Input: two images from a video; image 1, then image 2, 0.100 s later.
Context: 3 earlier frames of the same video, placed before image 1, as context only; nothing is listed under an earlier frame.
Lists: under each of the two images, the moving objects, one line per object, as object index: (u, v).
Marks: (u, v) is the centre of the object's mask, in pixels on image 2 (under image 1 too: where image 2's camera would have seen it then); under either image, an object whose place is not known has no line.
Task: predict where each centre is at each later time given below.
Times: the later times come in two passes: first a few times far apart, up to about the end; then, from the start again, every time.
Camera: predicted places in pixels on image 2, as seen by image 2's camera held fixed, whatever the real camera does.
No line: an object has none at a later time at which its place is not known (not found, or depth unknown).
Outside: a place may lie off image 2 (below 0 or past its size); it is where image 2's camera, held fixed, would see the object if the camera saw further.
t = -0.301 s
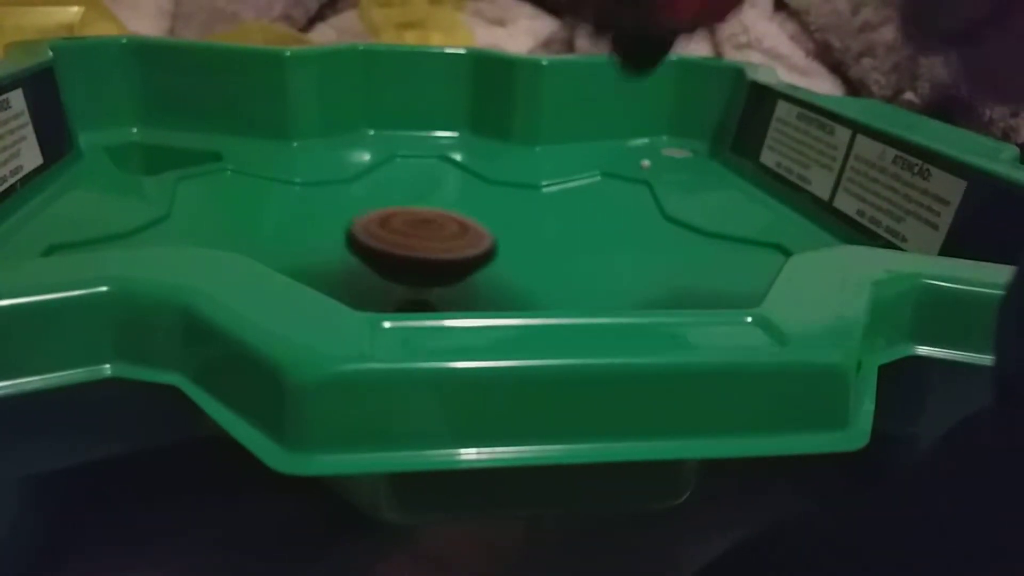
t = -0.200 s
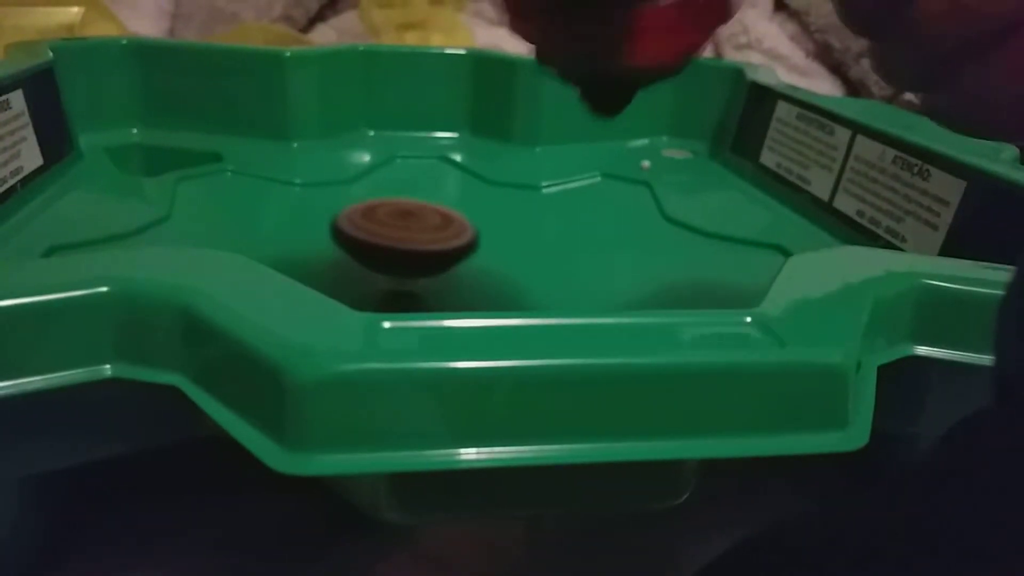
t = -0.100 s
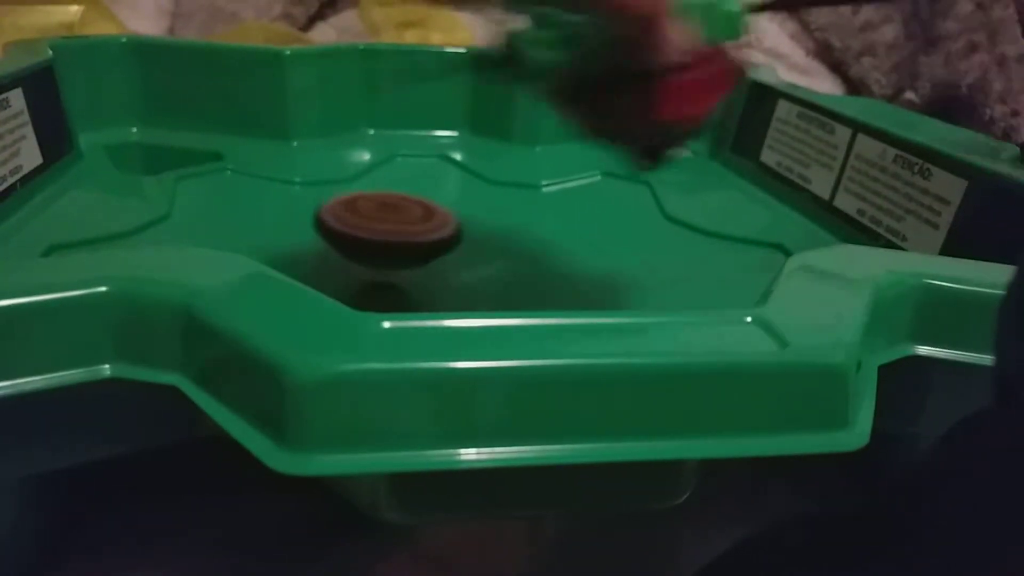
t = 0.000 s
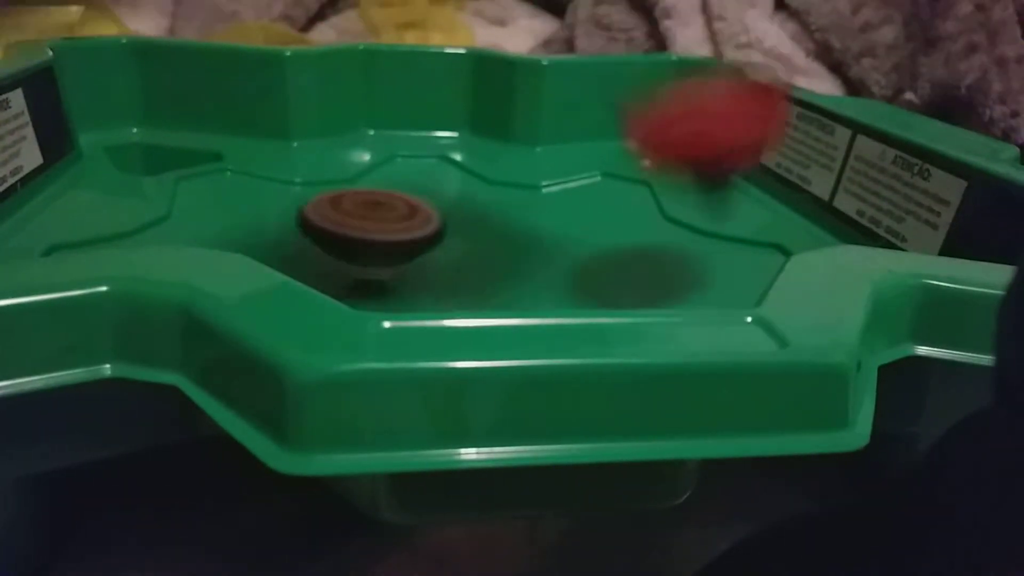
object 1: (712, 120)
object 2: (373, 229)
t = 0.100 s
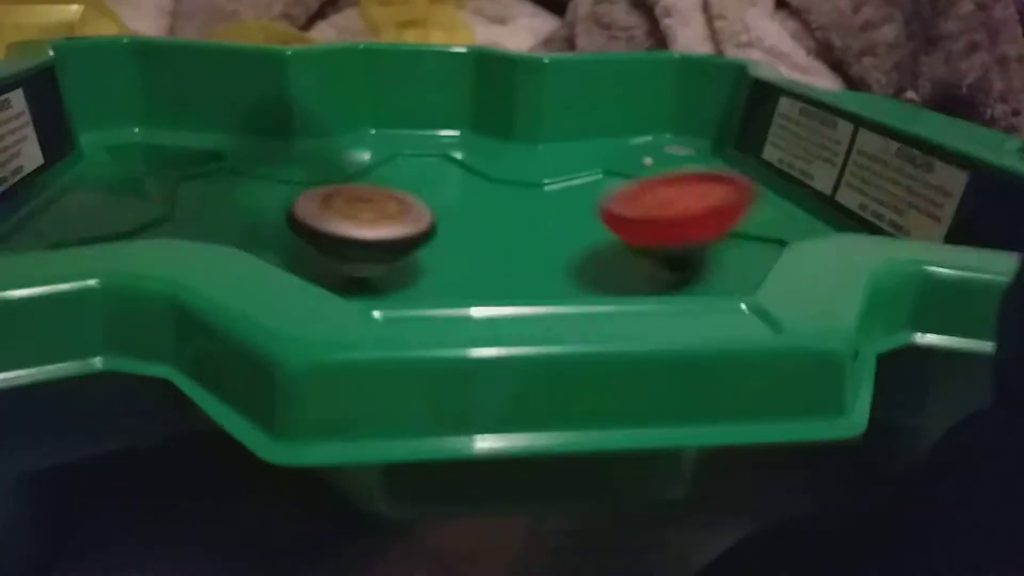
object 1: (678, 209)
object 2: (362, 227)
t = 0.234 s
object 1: (552, 228)
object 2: (354, 232)
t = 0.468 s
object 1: (561, 278)
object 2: (243, 215)
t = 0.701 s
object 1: (635, 285)
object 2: (293, 244)
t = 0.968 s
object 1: (592, 271)
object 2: (422, 253)
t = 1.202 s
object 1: (489, 280)
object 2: (444, 208)
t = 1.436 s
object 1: (413, 283)
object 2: (458, 201)
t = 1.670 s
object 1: (384, 283)
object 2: (467, 214)
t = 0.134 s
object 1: (653, 212)
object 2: (359, 228)
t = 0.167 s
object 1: (624, 217)
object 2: (356, 229)
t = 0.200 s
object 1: (591, 221)
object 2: (355, 230)
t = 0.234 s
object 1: (552, 228)
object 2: (354, 232)
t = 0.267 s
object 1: (515, 235)
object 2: (354, 233)
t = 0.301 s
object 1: (514, 243)
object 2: (322, 229)
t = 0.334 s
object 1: (523, 253)
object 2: (292, 223)
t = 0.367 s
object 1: (533, 264)
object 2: (271, 217)
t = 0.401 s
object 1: (542, 270)
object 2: (257, 216)
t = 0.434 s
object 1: (551, 275)
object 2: (248, 215)
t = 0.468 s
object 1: (561, 278)
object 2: (243, 215)
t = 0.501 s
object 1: (572, 281)
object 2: (241, 218)
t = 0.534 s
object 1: (584, 283)
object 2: (243, 222)
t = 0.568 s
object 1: (595, 285)
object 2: (247, 225)
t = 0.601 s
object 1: (606, 286)
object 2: (254, 229)
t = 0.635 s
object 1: (617, 286)
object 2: (264, 234)
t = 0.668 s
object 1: (627, 286)
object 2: (277, 239)
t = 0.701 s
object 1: (635, 285)
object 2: (293, 244)
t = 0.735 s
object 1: (639, 284)
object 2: (309, 248)
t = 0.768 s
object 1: (642, 283)
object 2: (325, 252)
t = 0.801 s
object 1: (642, 282)
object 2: (341, 257)
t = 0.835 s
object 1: (640, 280)
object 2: (359, 259)
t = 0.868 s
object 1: (636, 278)
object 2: (376, 260)
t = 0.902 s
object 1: (627, 275)
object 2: (394, 257)
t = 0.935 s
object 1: (613, 273)
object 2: (409, 255)
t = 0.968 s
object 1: (592, 271)
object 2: (422, 253)
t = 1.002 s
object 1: (567, 268)
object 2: (428, 249)
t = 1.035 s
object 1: (555, 266)
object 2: (426, 236)
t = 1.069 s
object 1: (541, 276)
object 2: (429, 229)
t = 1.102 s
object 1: (528, 275)
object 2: (432, 220)
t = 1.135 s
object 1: (515, 278)
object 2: (437, 215)
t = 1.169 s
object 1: (502, 278)
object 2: (441, 211)
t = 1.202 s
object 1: (489, 280)
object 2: (444, 208)
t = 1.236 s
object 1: (476, 281)
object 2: (447, 207)
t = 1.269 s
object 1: (464, 281)
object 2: (450, 205)
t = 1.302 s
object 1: (451, 282)
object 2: (452, 204)
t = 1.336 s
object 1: (439, 283)
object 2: (454, 203)
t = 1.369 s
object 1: (429, 283)
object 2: (455, 201)
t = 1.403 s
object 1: (421, 283)
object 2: (457, 200)
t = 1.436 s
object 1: (413, 283)
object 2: (458, 201)
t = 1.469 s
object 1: (408, 282)
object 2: (459, 202)
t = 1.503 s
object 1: (402, 282)
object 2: (459, 202)
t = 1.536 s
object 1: (398, 281)
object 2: (460, 204)
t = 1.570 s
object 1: (392, 284)
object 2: (460, 206)
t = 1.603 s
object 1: (389, 282)
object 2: (462, 208)
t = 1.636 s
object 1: (388, 280)
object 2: (464, 210)
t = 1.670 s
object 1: (384, 283)
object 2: (467, 214)
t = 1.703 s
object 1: (379, 285)
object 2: (469, 217)
